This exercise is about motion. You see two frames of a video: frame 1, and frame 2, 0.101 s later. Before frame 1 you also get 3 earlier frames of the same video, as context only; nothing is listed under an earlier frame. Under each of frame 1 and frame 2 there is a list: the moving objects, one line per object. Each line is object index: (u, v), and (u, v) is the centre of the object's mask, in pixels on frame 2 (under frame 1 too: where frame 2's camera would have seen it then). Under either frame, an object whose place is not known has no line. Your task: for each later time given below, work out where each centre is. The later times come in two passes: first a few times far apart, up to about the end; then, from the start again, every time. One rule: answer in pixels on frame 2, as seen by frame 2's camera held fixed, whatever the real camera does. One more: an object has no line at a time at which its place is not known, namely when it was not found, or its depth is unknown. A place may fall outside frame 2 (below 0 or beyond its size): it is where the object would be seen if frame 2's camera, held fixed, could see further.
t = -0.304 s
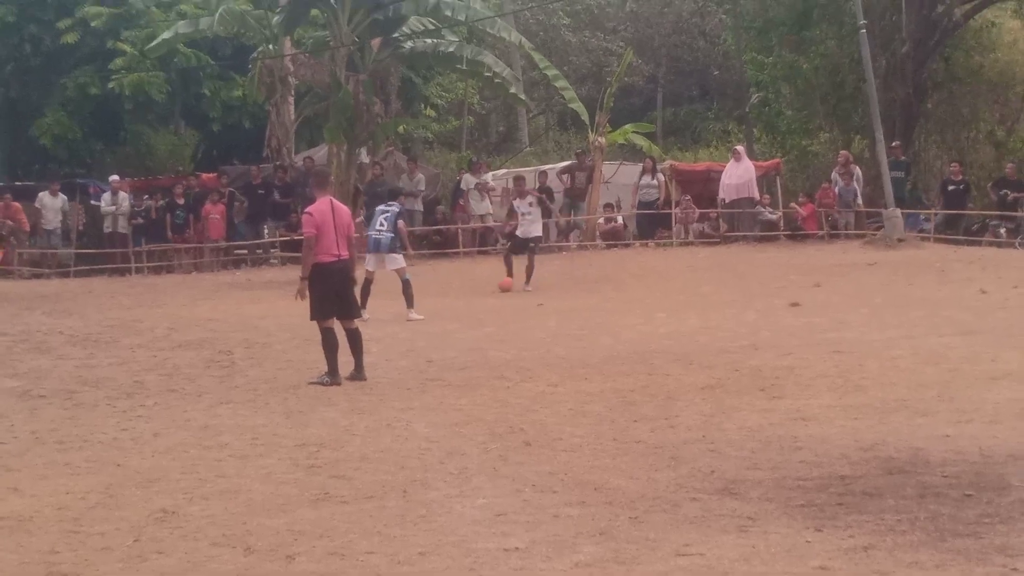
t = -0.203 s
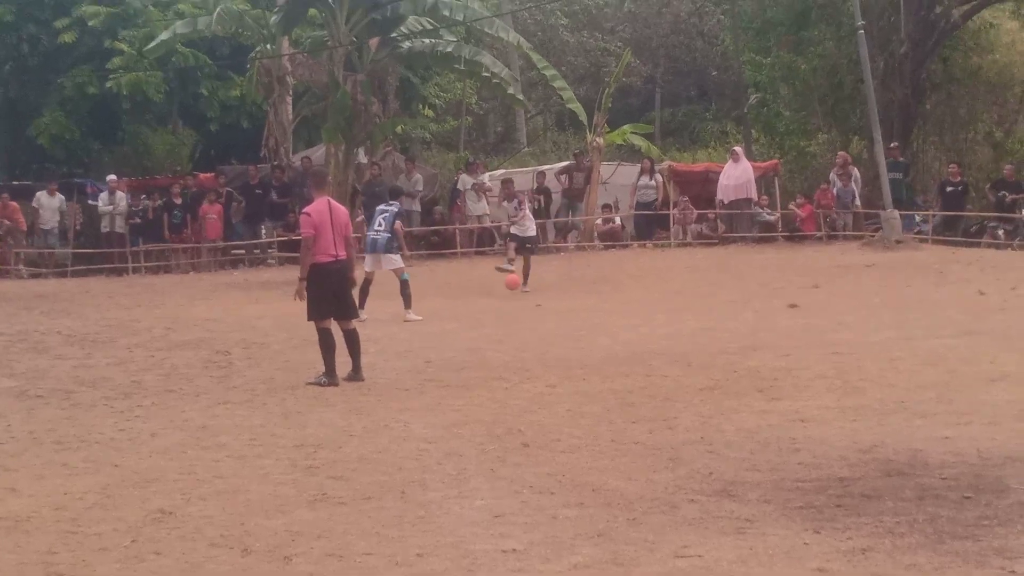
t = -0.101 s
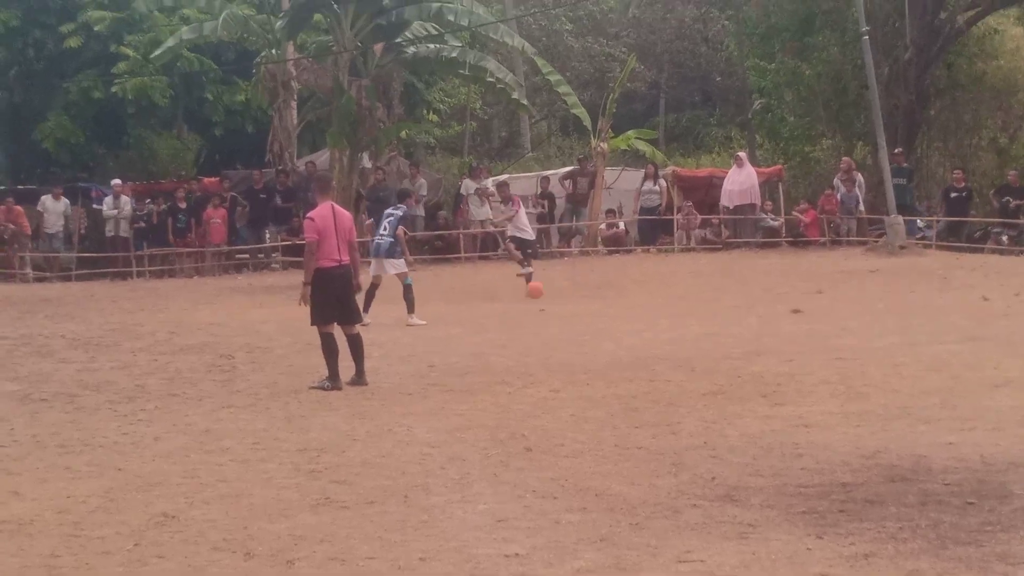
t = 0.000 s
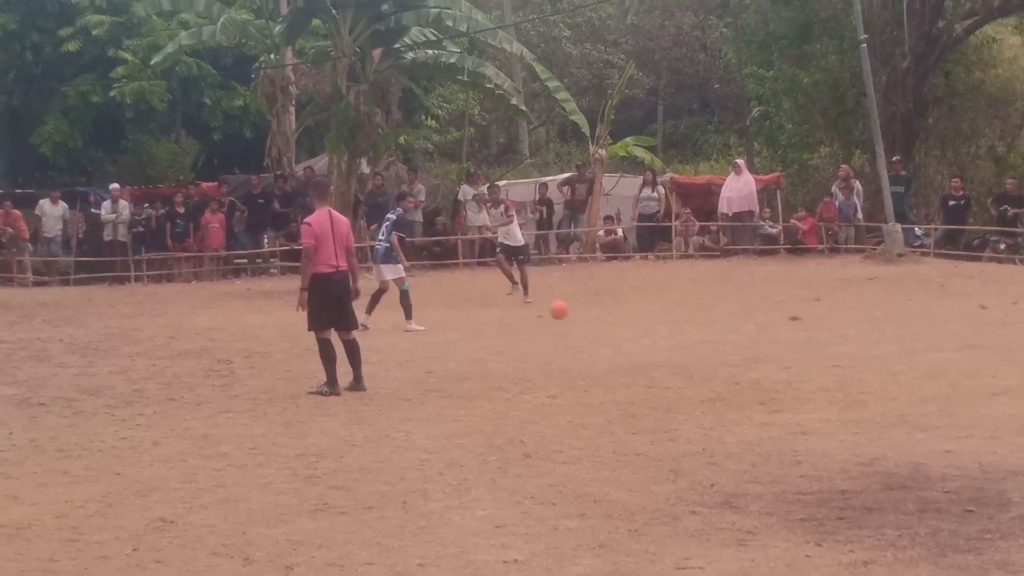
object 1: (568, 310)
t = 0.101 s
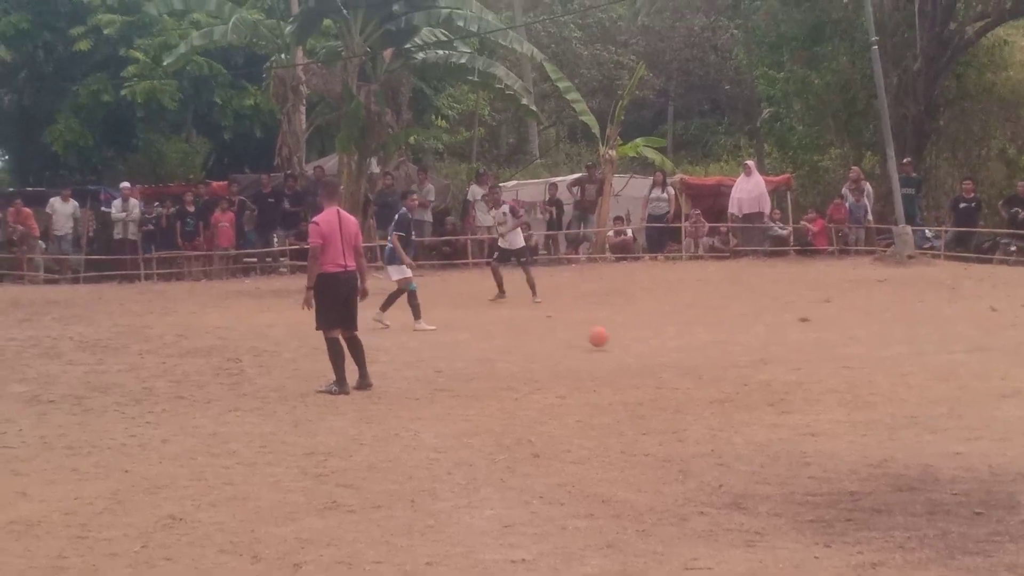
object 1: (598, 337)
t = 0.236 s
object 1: (644, 345)
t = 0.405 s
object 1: (719, 387)
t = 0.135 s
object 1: (610, 343)
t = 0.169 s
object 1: (620, 343)
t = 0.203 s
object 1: (631, 344)
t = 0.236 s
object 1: (644, 345)
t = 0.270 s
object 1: (657, 351)
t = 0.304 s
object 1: (671, 356)
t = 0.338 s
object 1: (685, 363)
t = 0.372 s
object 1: (702, 373)
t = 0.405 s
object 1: (719, 387)
